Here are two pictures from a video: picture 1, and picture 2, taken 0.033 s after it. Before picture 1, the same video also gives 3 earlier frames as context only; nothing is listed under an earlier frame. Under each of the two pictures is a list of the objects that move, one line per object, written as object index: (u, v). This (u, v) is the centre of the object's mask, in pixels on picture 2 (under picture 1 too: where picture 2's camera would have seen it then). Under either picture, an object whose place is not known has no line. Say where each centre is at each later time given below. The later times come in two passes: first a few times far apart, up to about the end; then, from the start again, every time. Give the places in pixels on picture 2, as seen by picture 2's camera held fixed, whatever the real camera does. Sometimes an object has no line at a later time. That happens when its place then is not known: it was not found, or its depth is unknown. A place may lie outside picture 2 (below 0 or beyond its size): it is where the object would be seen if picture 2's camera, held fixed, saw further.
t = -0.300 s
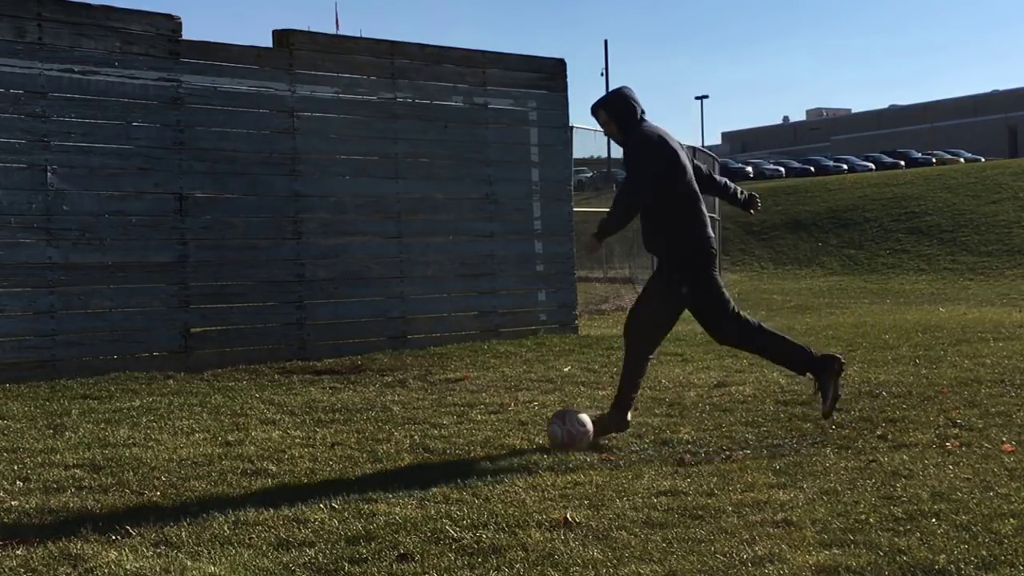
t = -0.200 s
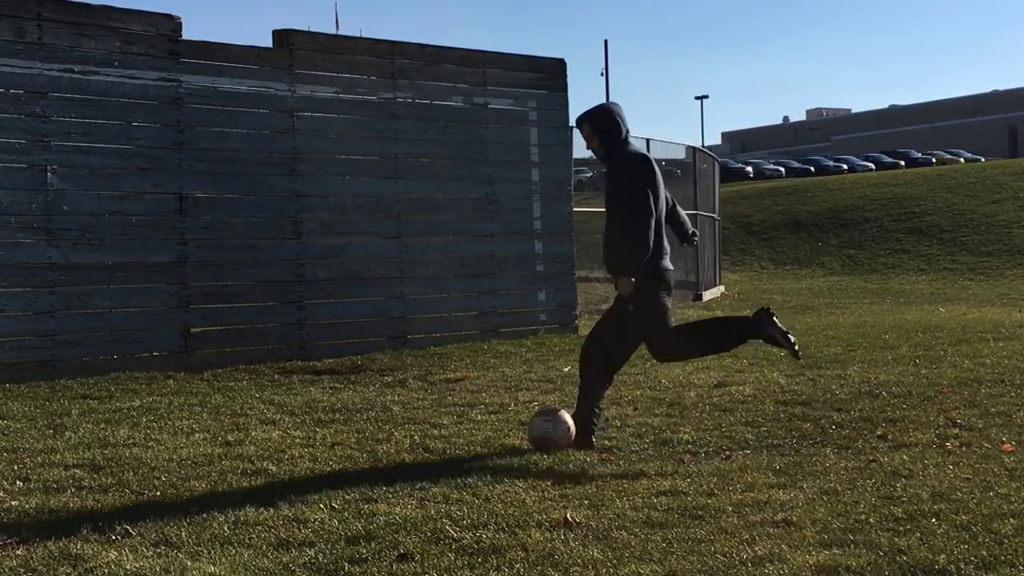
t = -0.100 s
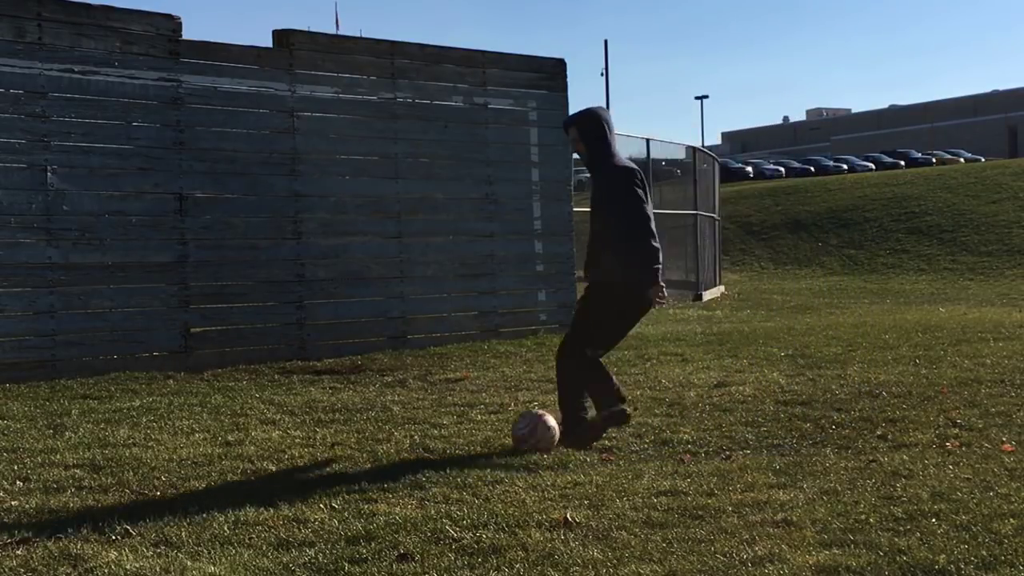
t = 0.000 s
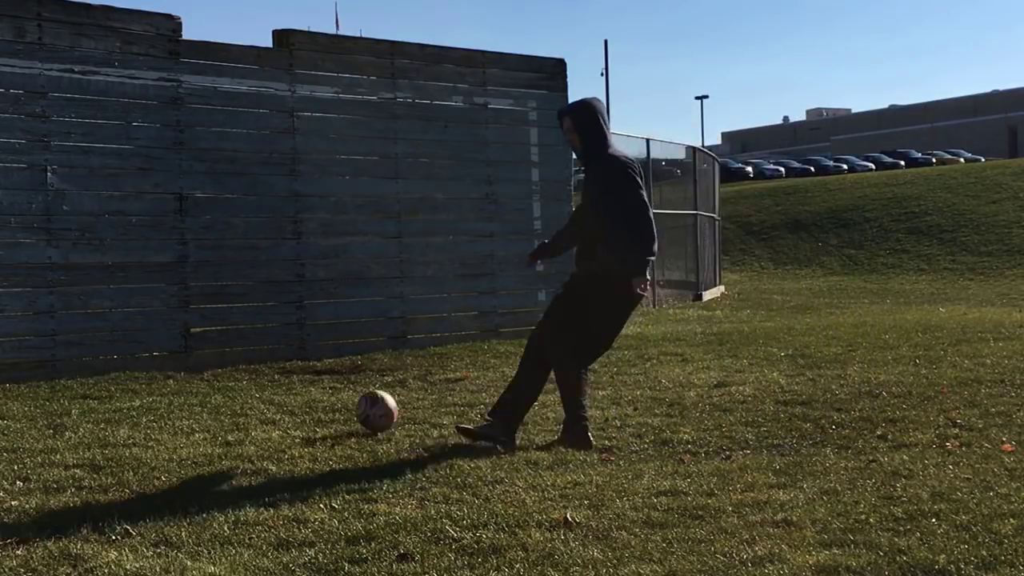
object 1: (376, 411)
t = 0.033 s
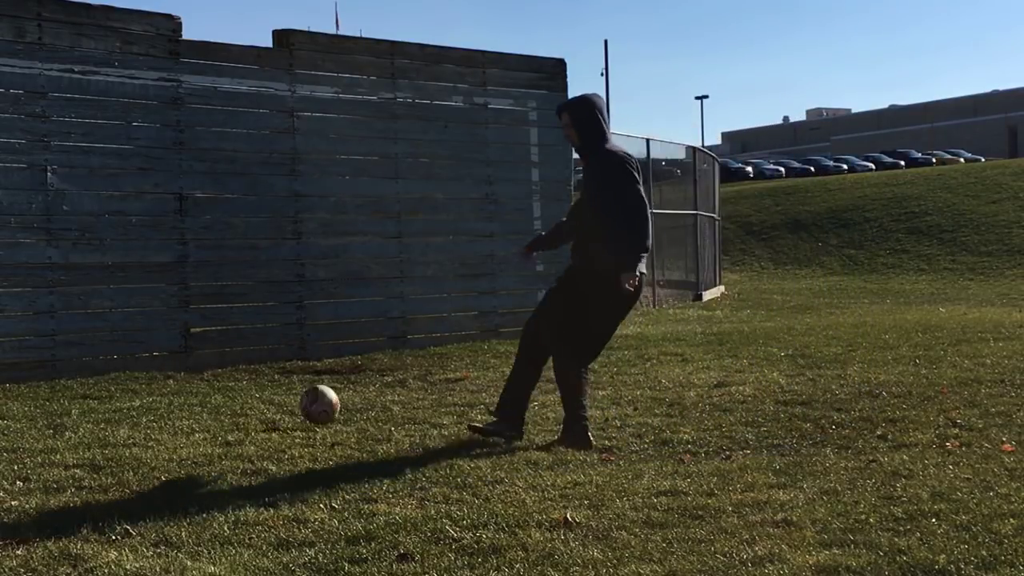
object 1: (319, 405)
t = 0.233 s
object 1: (81, 380)
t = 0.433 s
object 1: (73, 377)
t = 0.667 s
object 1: (208, 386)
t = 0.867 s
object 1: (323, 401)
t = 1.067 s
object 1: (426, 403)
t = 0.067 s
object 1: (268, 401)
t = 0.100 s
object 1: (222, 398)
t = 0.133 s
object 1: (181, 396)
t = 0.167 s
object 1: (145, 390)
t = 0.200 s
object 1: (112, 384)
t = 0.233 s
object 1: (81, 380)
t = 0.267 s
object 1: (53, 376)
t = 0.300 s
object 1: (30, 373)
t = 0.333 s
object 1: (14, 370)
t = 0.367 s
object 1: (24, 373)
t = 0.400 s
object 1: (55, 375)
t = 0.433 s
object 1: (73, 377)
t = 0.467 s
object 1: (92, 381)
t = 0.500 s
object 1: (112, 382)
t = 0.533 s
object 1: (132, 384)
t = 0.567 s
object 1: (153, 388)
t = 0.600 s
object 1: (173, 391)
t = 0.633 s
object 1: (191, 389)
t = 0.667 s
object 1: (208, 386)
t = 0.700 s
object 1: (227, 384)
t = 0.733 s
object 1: (245, 384)
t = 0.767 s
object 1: (263, 386)
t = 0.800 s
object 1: (282, 389)
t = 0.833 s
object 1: (303, 393)
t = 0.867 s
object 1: (323, 401)
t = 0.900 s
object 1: (342, 404)
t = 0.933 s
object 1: (358, 401)
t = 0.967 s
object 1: (375, 399)
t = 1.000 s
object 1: (391, 397)
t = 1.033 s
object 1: (409, 399)
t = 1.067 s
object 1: (426, 403)
